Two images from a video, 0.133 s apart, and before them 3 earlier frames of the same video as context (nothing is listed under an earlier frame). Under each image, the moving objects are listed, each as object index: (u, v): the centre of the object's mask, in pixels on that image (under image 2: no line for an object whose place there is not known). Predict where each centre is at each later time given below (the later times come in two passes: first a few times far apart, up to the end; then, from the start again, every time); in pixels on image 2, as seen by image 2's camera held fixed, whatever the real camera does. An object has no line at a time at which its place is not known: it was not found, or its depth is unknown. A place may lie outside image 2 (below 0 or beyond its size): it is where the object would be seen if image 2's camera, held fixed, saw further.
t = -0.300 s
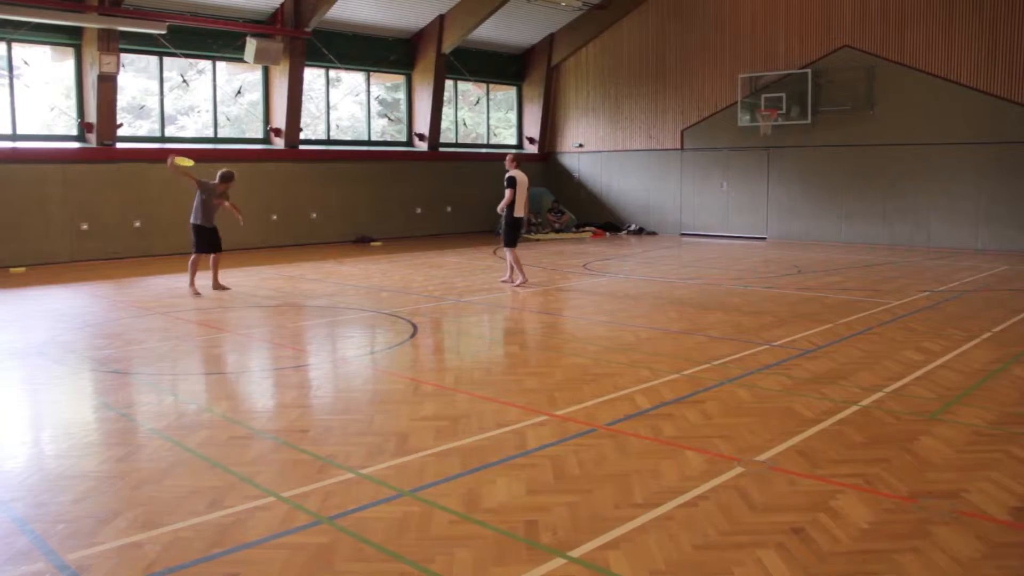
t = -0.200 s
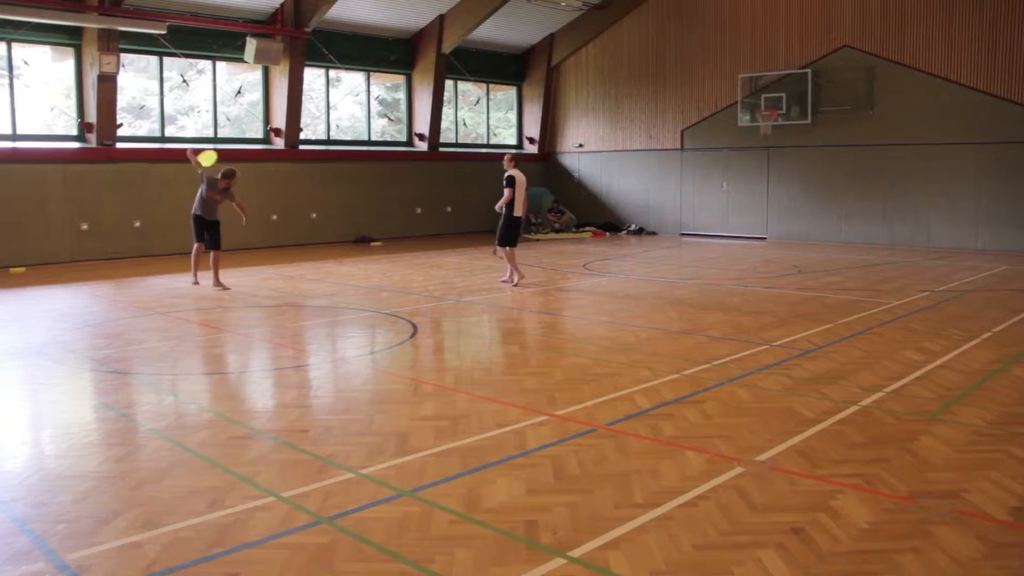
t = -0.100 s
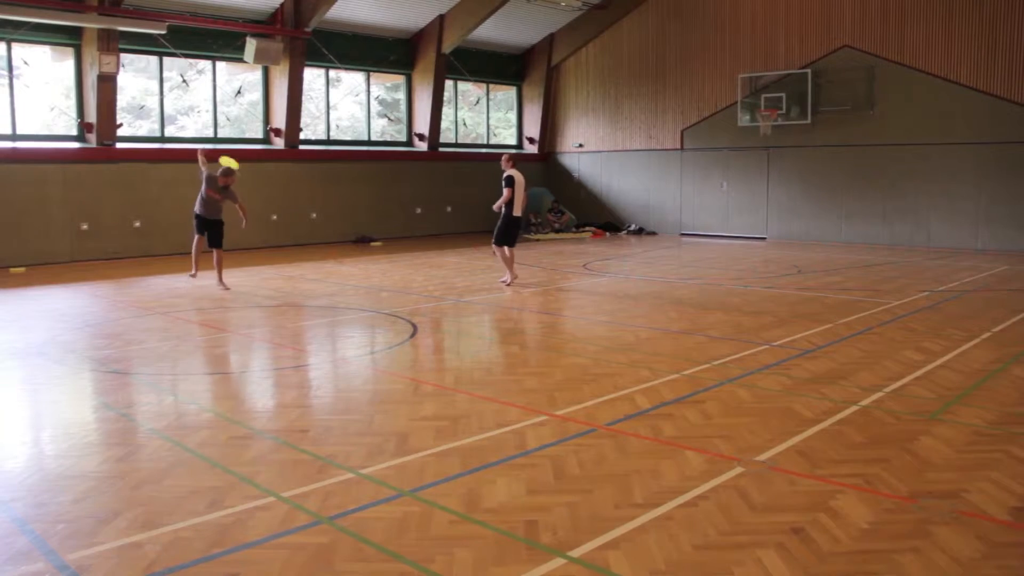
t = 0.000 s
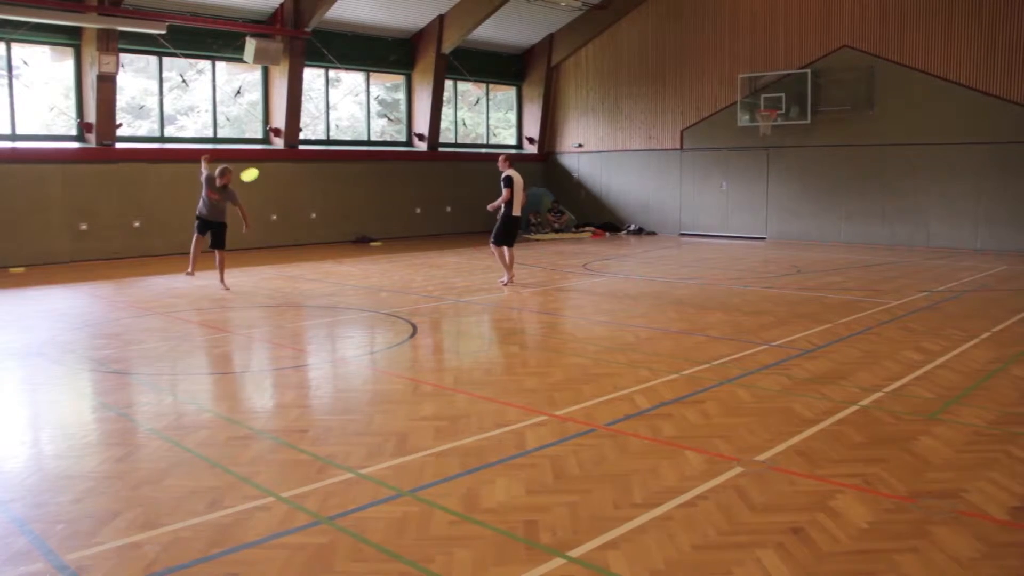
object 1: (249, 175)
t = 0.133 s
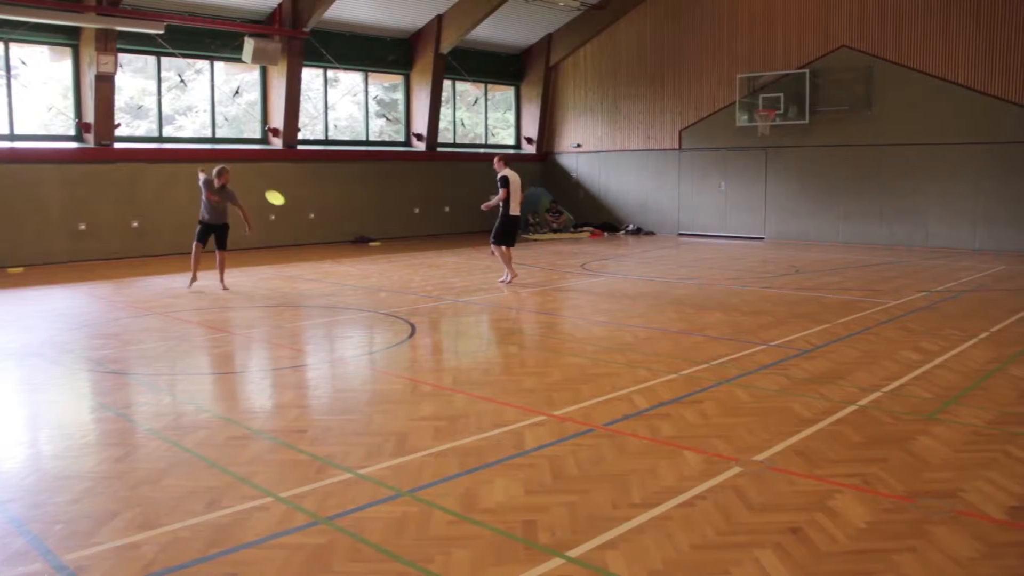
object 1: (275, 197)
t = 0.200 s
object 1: (288, 209)
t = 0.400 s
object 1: (322, 245)
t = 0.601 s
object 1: (346, 259)
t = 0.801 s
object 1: (360, 257)
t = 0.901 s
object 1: (366, 260)
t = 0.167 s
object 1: (281, 203)
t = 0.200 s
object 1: (288, 209)
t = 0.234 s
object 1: (296, 215)
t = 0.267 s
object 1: (302, 220)
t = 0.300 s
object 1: (308, 226)
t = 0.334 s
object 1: (313, 231)
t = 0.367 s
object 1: (318, 238)
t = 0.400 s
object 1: (322, 245)
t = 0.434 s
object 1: (327, 252)
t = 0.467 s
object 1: (333, 259)
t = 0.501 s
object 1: (339, 264)
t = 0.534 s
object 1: (340, 263)
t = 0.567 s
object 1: (343, 261)
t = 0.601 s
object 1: (346, 259)
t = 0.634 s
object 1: (349, 259)
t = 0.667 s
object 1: (351, 258)
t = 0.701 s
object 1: (354, 258)
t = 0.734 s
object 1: (356, 257)
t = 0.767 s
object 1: (358, 257)
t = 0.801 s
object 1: (360, 257)
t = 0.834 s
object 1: (362, 258)
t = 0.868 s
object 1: (364, 259)
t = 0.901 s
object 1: (366, 260)
